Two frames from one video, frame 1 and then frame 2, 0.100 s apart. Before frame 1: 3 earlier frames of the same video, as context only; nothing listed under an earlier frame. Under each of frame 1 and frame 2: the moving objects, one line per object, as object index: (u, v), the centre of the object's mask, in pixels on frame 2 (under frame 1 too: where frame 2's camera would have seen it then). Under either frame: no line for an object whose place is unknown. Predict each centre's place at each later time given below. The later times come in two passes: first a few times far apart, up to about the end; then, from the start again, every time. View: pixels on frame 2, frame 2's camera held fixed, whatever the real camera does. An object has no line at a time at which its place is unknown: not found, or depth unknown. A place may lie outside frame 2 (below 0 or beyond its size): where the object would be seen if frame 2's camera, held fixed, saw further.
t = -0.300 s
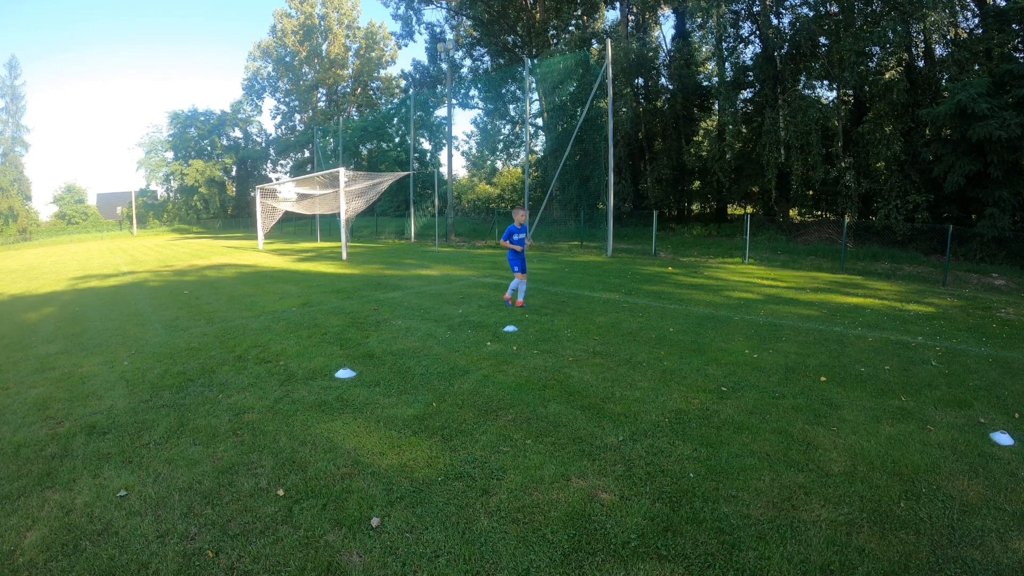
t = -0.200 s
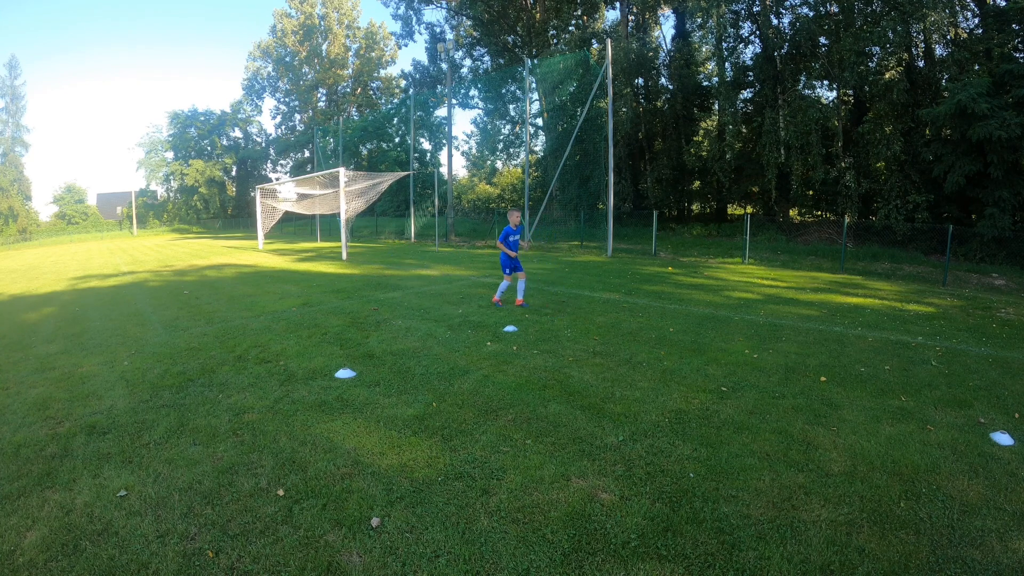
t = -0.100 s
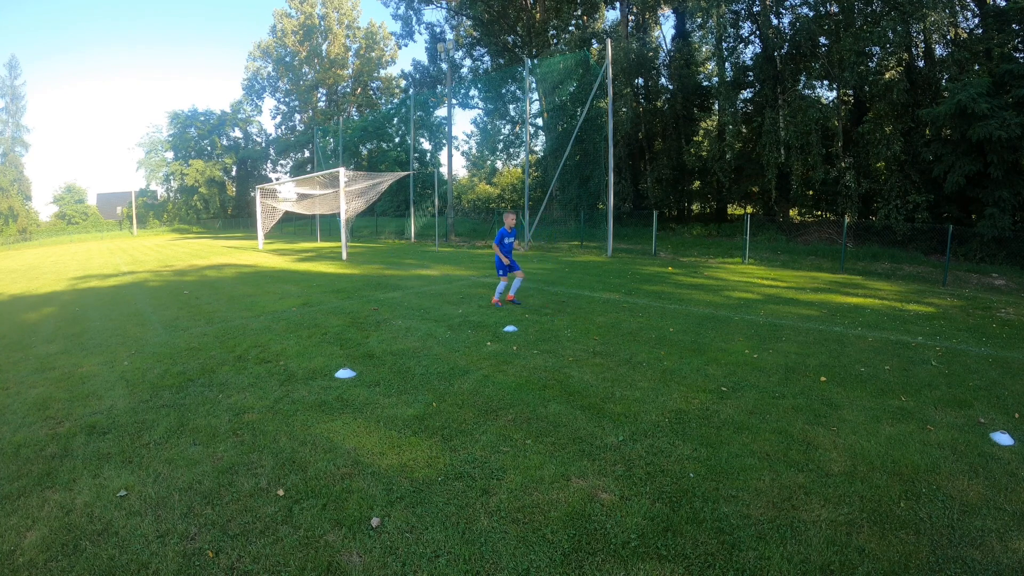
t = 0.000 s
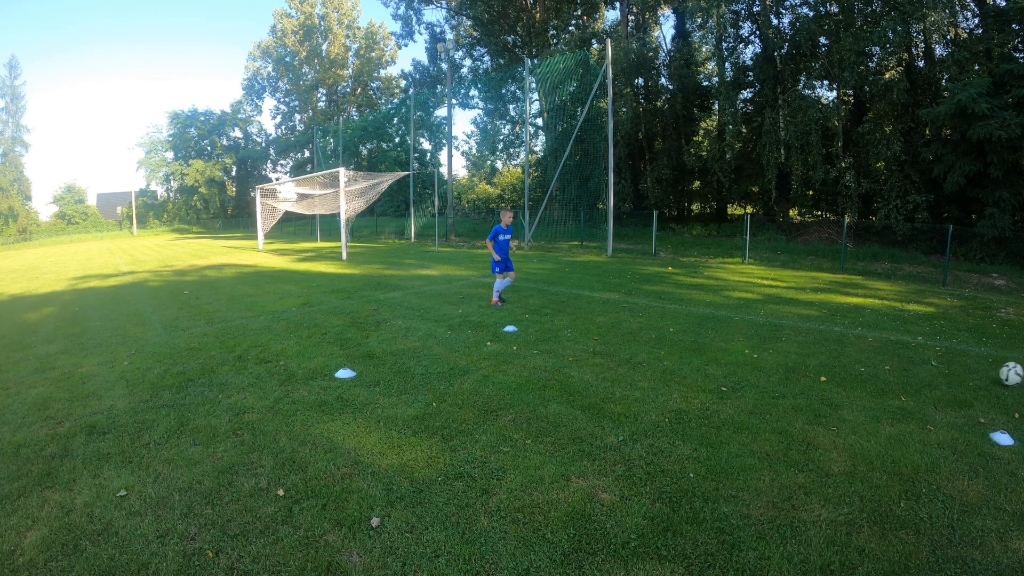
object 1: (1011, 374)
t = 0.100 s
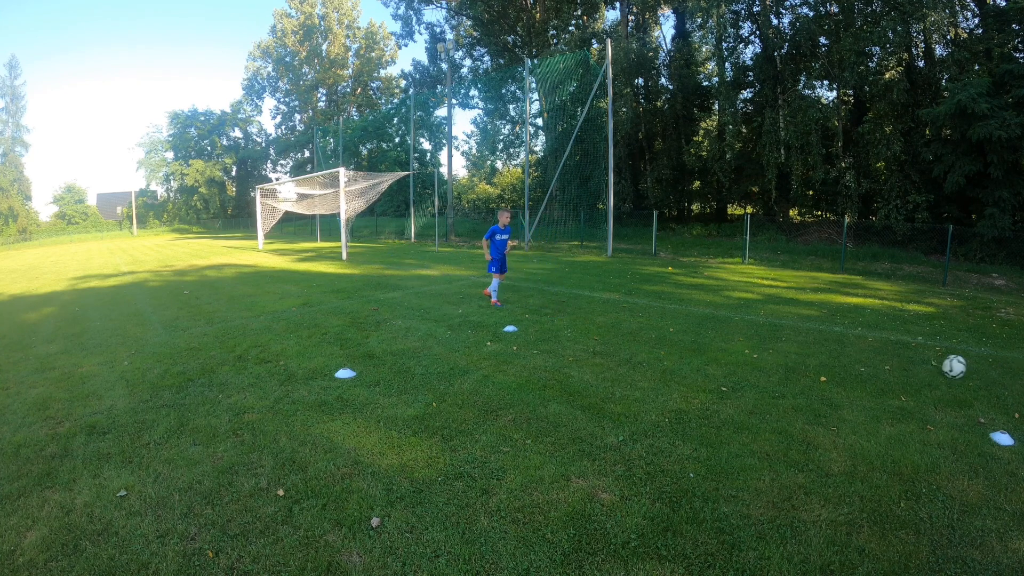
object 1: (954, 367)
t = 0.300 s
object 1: (864, 352)
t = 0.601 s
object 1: (751, 335)
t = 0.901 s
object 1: (661, 320)
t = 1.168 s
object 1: (597, 311)
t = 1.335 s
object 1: (564, 306)
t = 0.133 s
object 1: (936, 365)
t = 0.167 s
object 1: (921, 362)
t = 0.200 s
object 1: (907, 359)
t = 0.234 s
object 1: (892, 356)
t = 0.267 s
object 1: (879, 354)
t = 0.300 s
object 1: (864, 352)
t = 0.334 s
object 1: (850, 351)
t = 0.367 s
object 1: (837, 349)
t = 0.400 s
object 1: (824, 346)
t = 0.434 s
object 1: (811, 343)
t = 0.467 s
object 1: (799, 341)
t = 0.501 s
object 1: (786, 339)
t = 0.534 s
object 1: (774, 338)
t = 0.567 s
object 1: (762, 337)
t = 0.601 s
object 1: (751, 335)
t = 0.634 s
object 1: (740, 332)
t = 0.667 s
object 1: (730, 330)
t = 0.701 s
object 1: (719, 329)
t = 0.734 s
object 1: (708, 328)
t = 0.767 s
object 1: (698, 328)
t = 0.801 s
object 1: (689, 325)
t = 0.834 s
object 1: (679, 323)
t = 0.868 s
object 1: (670, 321)
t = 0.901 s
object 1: (661, 320)
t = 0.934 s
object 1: (652, 319)
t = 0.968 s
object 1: (643, 319)
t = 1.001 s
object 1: (635, 317)
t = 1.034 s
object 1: (627, 315)
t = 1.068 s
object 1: (619, 314)
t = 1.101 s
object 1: (612, 313)
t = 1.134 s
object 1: (604, 312)
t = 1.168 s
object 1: (597, 311)
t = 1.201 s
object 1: (590, 311)
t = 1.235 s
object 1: (583, 309)
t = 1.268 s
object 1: (577, 307)
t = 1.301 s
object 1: (571, 306)
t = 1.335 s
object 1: (564, 306)
